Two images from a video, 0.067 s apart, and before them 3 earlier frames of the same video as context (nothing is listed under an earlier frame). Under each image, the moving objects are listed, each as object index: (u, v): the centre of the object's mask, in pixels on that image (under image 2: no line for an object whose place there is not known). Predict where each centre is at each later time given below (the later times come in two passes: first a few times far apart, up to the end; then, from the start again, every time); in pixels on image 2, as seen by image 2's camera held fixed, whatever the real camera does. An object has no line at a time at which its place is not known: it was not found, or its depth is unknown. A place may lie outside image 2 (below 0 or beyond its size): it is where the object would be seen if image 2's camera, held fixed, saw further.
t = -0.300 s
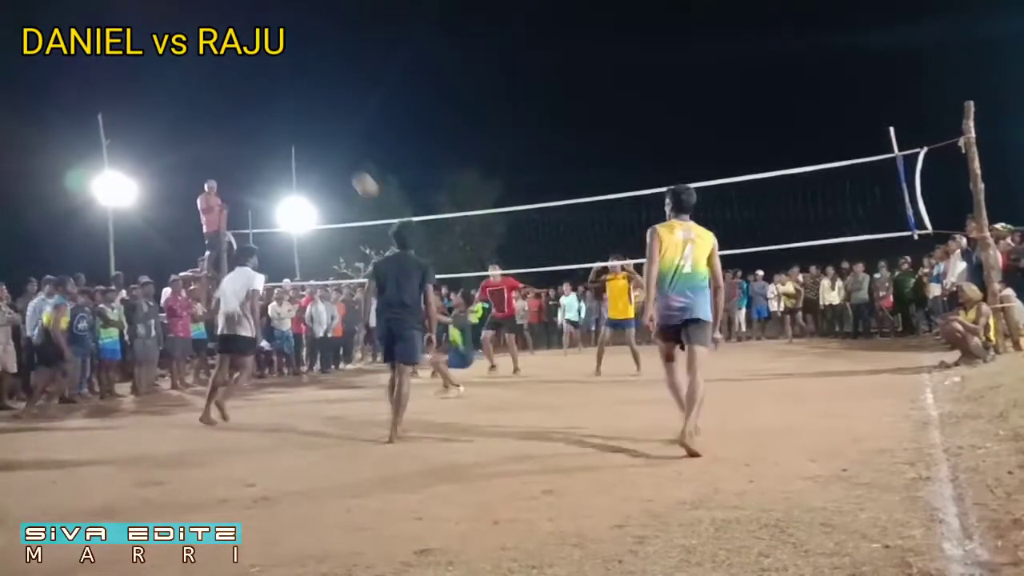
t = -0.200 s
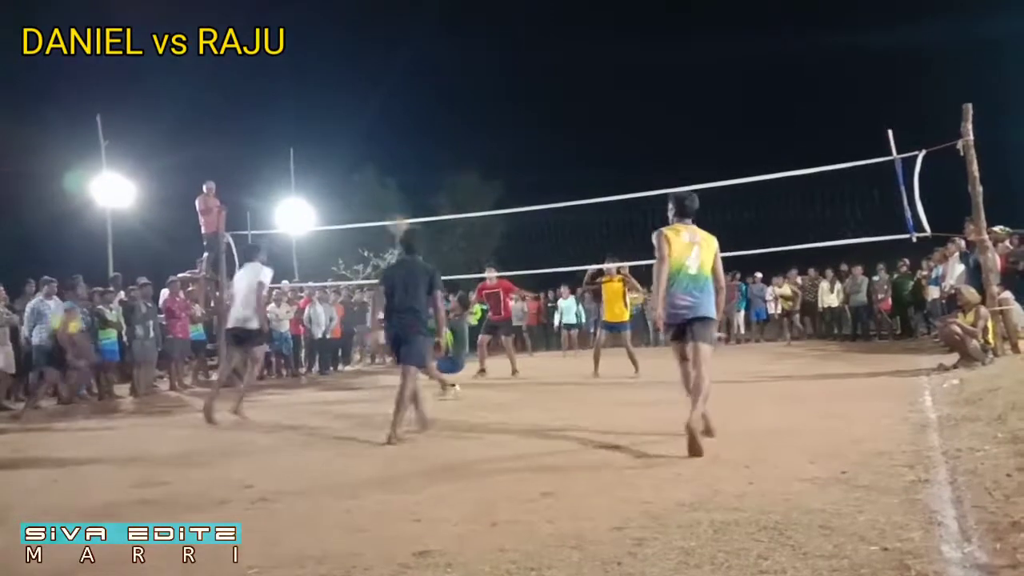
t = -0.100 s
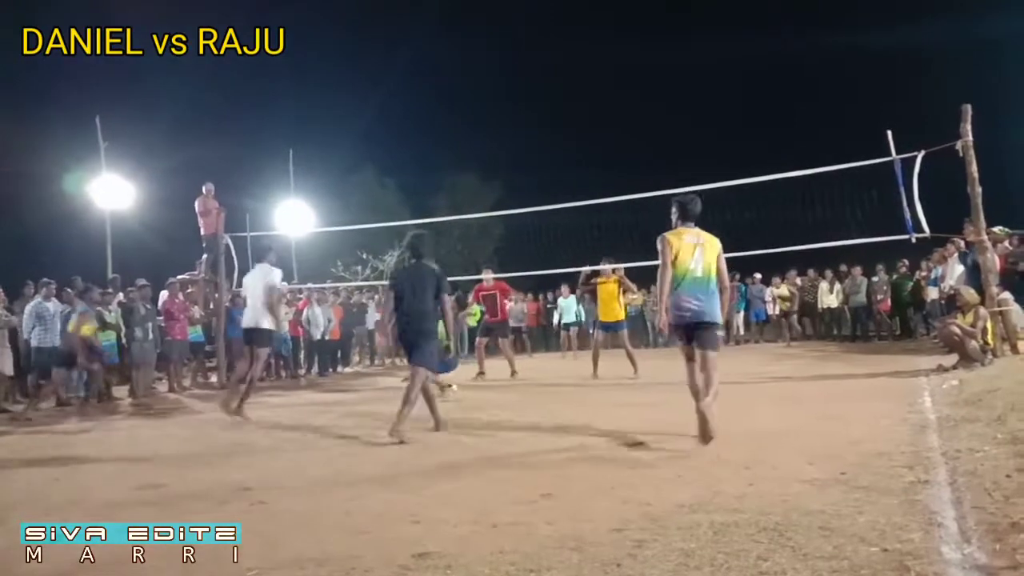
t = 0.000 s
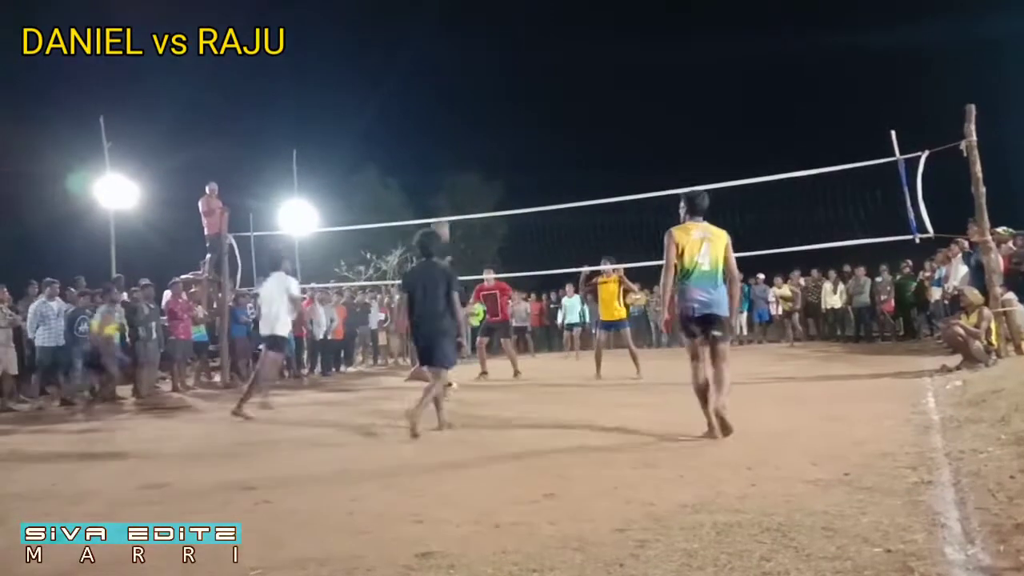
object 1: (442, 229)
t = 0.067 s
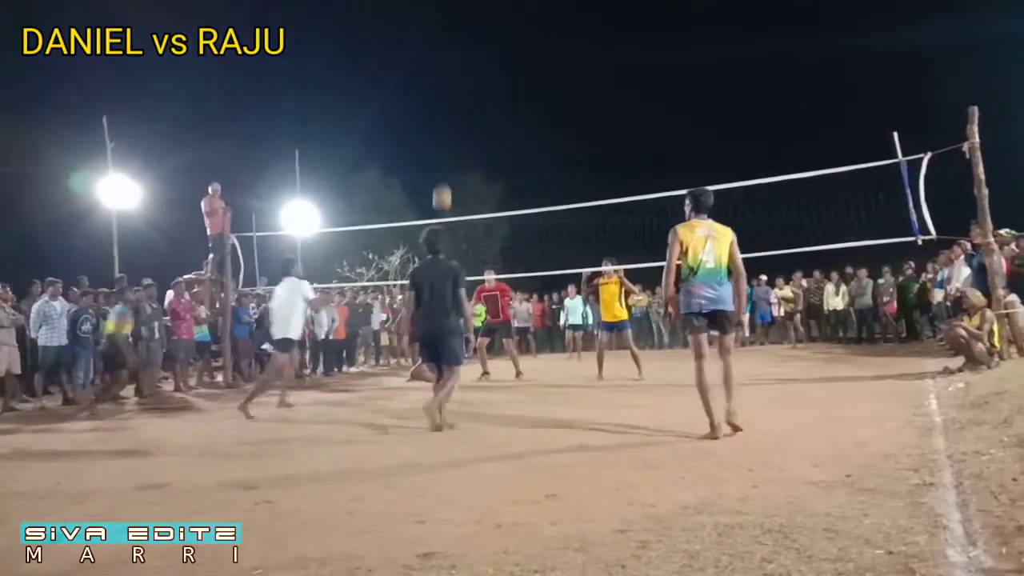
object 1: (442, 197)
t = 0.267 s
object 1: (442, 121)
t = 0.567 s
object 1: (444, 73)
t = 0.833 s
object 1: (449, 92)
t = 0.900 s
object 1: (450, 104)
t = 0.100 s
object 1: (442, 181)
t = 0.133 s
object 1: (442, 167)
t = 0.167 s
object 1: (442, 154)
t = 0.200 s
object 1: (442, 142)
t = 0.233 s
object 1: (442, 131)
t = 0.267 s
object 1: (442, 121)
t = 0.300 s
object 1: (442, 112)
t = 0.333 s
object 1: (442, 104)
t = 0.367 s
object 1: (442, 96)
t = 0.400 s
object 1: (443, 90)
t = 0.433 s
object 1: (443, 85)
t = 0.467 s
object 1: (443, 80)
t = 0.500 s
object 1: (444, 77)
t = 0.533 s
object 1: (444, 74)
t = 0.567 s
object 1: (444, 73)
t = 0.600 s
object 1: (444, 72)
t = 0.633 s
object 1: (445, 72)
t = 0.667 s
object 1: (446, 73)
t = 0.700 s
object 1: (446, 75)
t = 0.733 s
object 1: (446, 78)
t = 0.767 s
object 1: (447, 82)
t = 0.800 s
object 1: (448, 86)
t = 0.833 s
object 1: (449, 92)
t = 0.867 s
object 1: (450, 97)
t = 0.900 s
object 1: (450, 104)
